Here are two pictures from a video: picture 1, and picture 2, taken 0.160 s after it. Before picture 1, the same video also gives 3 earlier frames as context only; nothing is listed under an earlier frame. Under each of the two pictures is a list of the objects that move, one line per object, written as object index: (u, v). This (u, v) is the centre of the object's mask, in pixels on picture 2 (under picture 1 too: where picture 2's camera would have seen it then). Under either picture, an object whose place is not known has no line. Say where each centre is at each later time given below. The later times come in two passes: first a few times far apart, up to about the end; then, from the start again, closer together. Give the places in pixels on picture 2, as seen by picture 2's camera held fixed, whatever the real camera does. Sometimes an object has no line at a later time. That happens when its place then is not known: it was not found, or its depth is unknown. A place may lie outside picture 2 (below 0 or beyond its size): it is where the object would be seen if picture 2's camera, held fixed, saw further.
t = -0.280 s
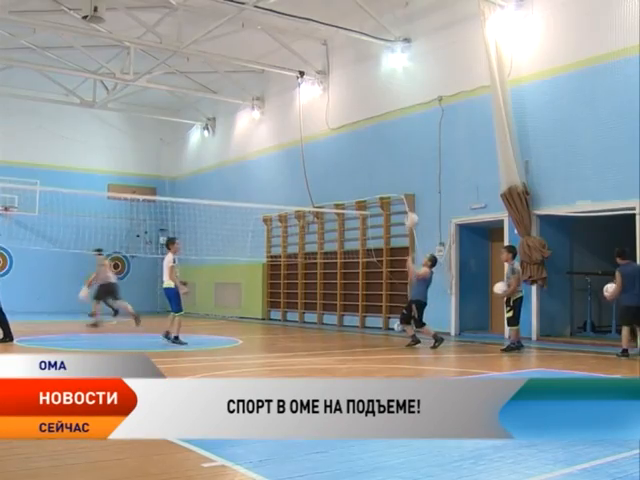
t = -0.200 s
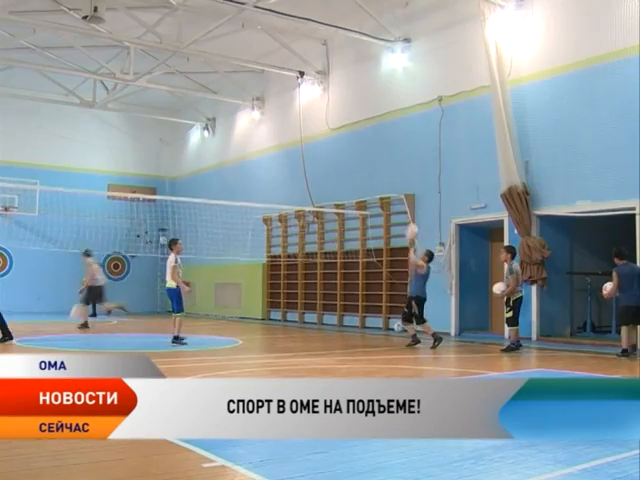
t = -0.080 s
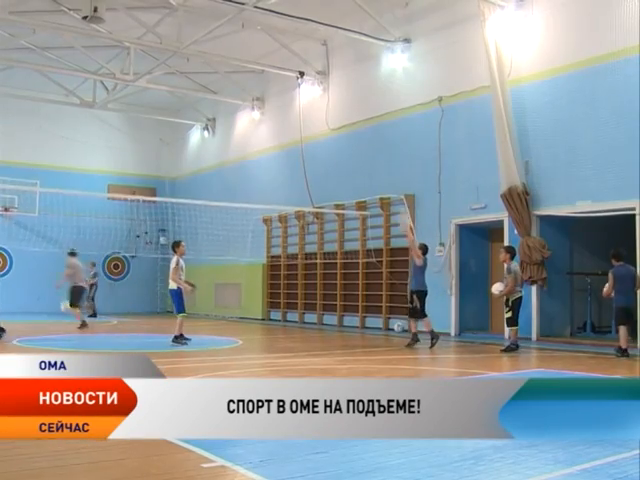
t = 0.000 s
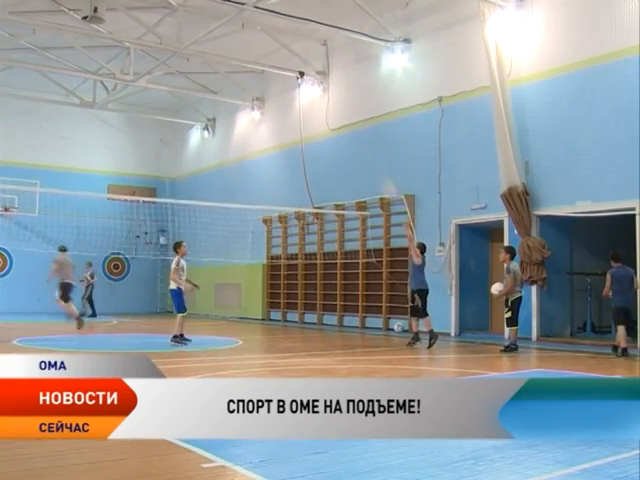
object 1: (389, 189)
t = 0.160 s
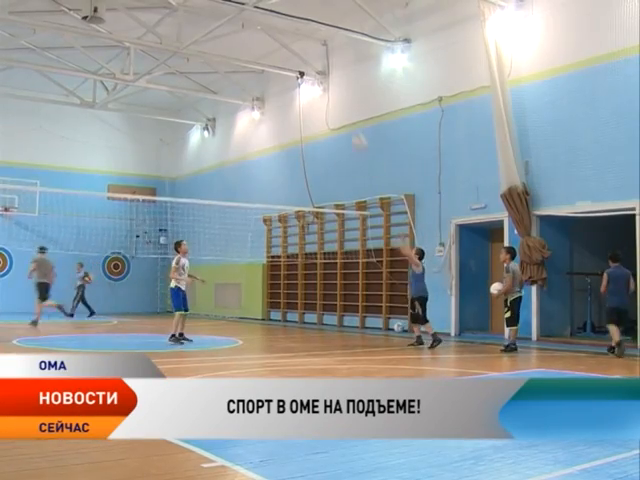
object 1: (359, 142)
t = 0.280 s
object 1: (338, 119)
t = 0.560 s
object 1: (291, 98)
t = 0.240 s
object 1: (345, 126)
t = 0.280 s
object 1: (338, 119)
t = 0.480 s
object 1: (304, 98)
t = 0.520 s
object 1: (297, 97)
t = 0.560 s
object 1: (291, 98)
